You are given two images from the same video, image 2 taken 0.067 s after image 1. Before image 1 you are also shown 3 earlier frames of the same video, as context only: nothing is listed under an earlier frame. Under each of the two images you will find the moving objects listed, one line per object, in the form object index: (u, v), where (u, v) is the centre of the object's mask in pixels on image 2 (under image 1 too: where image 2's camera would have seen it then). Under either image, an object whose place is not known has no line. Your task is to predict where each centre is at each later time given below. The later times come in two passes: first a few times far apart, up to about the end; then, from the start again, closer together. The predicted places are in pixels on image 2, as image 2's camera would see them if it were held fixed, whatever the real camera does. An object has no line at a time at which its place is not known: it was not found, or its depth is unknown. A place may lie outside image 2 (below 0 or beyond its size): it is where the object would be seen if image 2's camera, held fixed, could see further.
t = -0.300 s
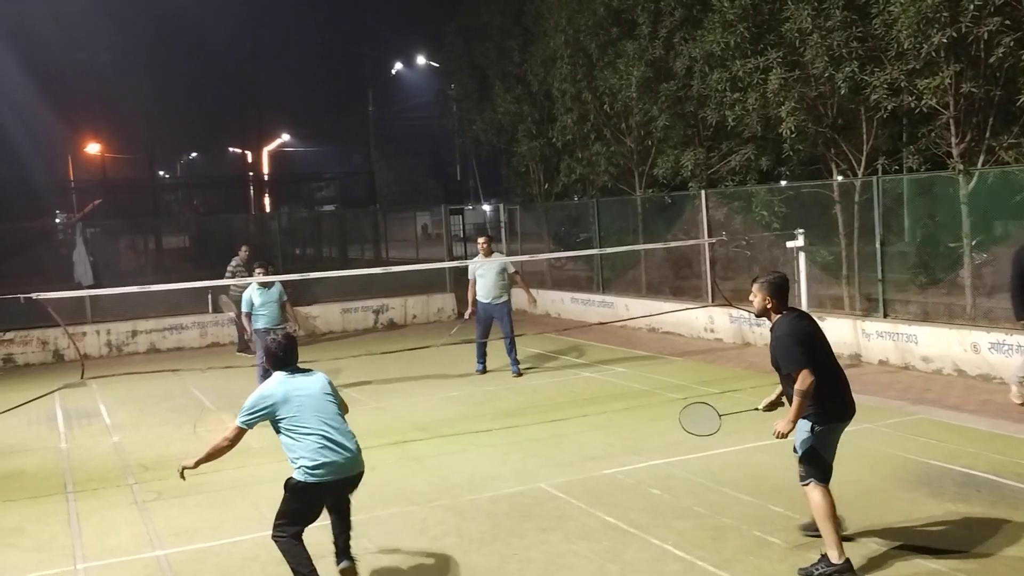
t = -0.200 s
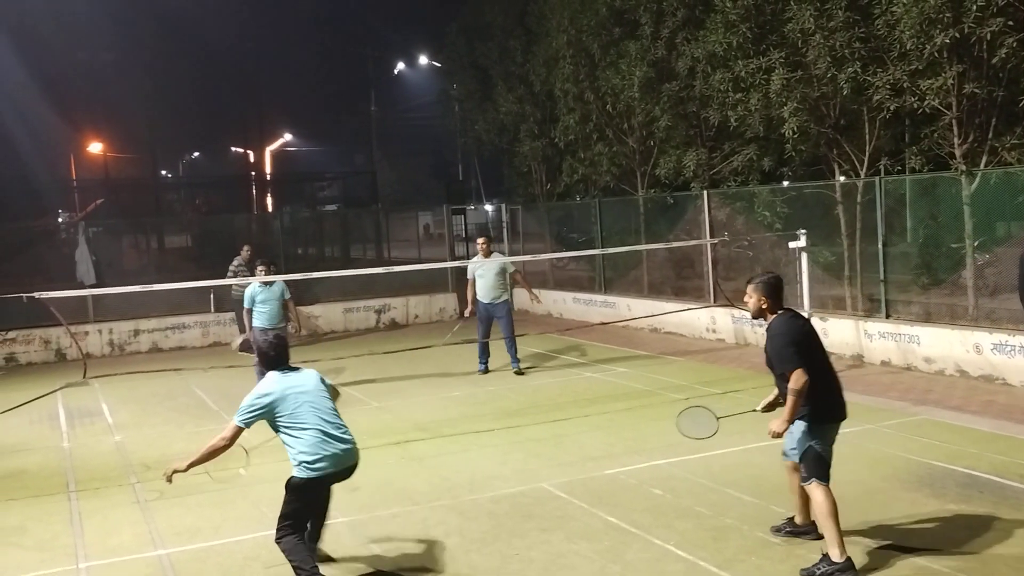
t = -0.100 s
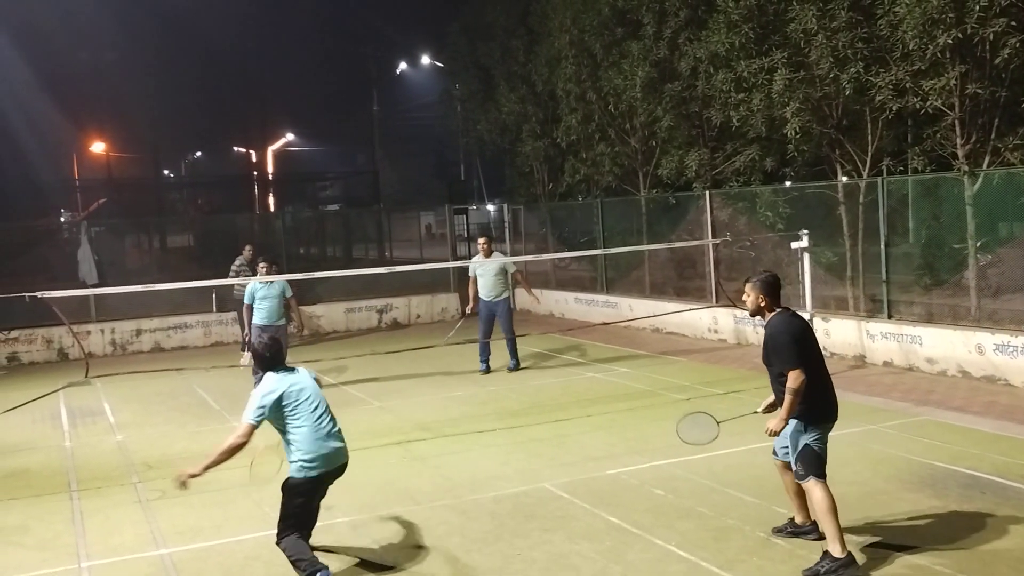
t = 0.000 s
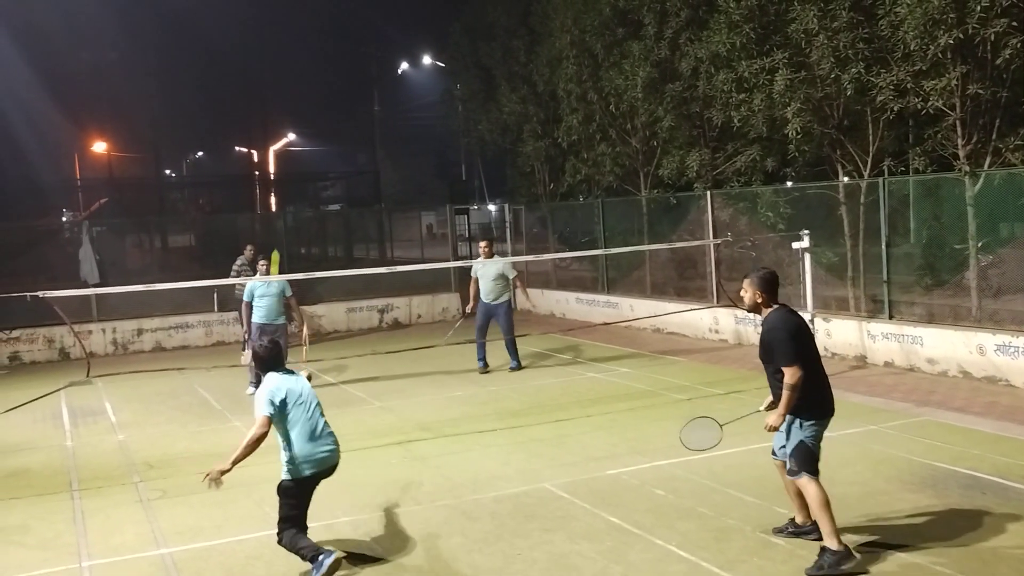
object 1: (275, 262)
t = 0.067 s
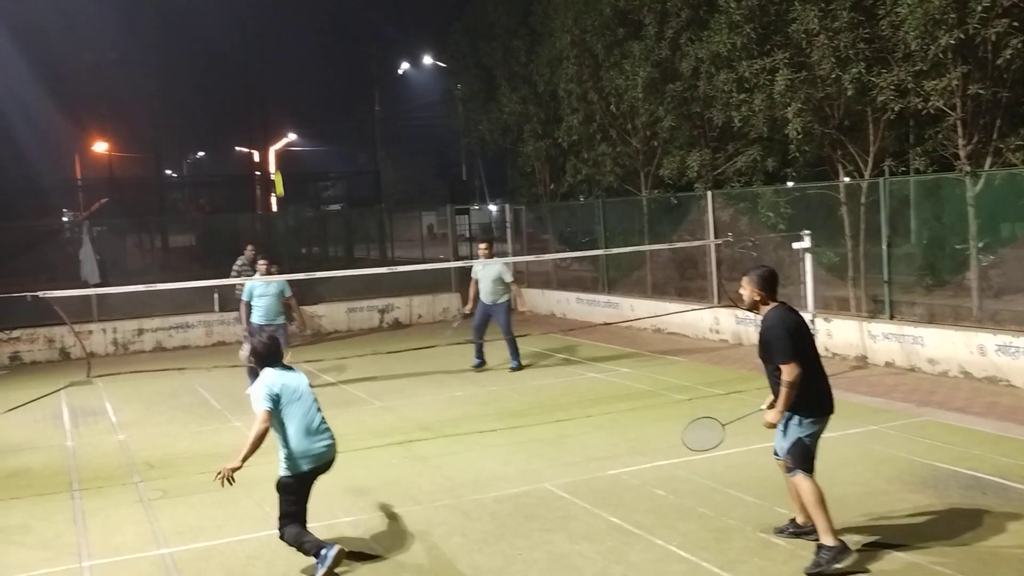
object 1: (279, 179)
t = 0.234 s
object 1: (284, 83)
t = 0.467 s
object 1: (290, 44)
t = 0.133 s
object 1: (282, 130)
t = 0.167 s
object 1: (283, 111)
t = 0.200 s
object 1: (284, 96)
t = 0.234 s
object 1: (284, 83)
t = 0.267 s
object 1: (285, 72)
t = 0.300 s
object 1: (286, 64)
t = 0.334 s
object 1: (287, 57)
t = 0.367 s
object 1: (288, 52)
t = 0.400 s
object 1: (289, 48)
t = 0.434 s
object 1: (289, 46)
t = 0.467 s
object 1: (290, 44)
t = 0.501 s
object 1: (291, 44)
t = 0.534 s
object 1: (292, 44)
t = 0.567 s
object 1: (293, 46)
